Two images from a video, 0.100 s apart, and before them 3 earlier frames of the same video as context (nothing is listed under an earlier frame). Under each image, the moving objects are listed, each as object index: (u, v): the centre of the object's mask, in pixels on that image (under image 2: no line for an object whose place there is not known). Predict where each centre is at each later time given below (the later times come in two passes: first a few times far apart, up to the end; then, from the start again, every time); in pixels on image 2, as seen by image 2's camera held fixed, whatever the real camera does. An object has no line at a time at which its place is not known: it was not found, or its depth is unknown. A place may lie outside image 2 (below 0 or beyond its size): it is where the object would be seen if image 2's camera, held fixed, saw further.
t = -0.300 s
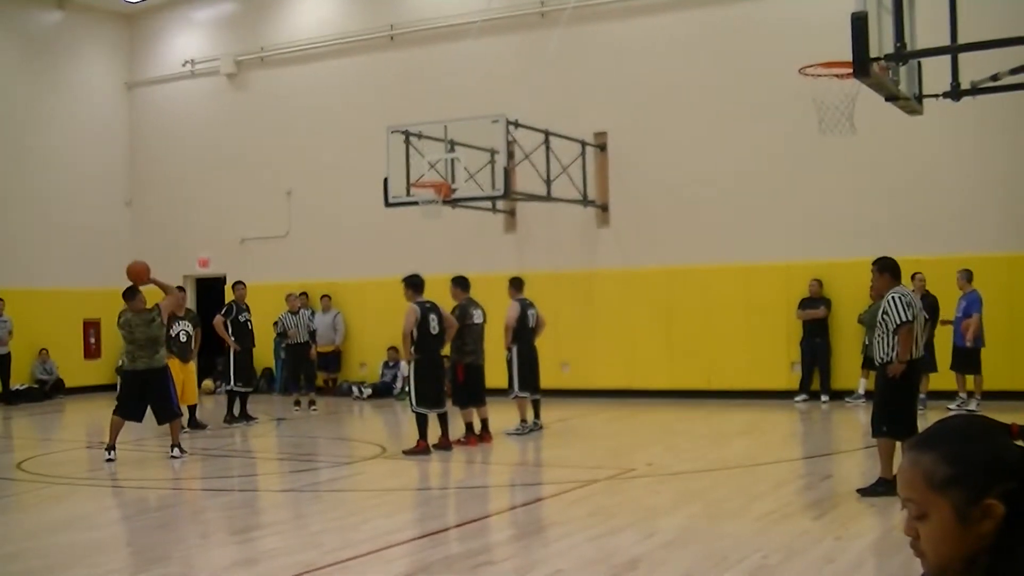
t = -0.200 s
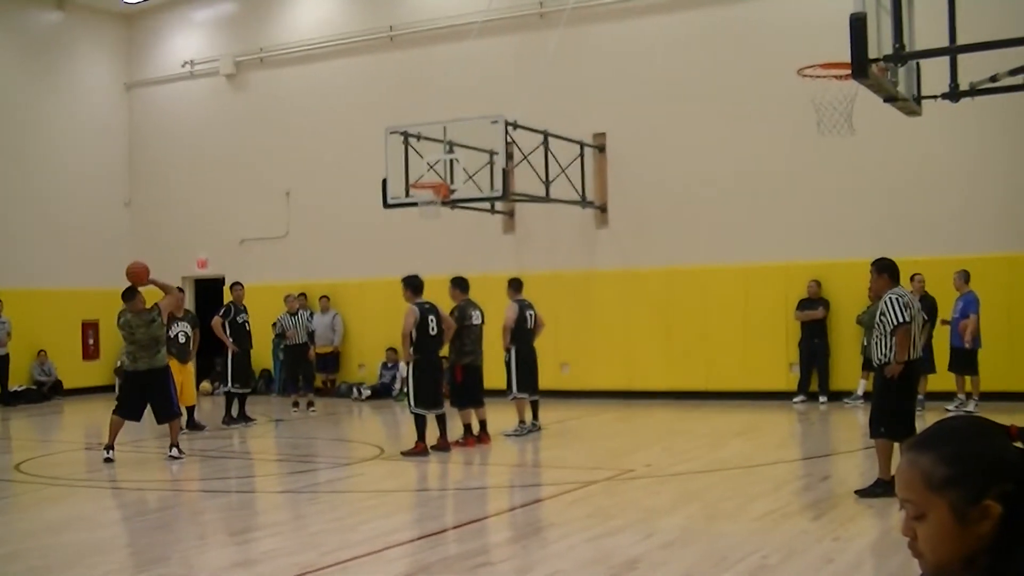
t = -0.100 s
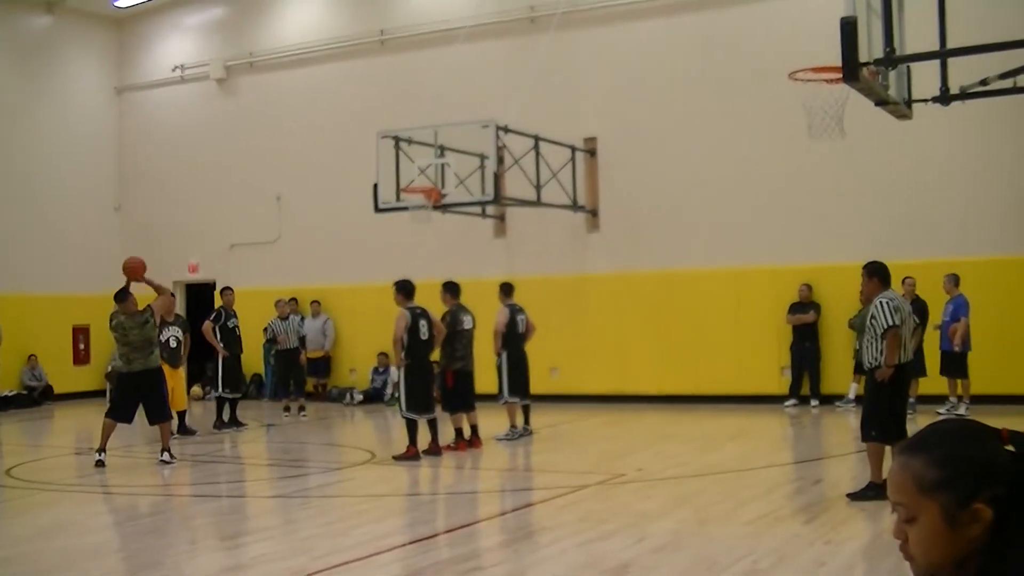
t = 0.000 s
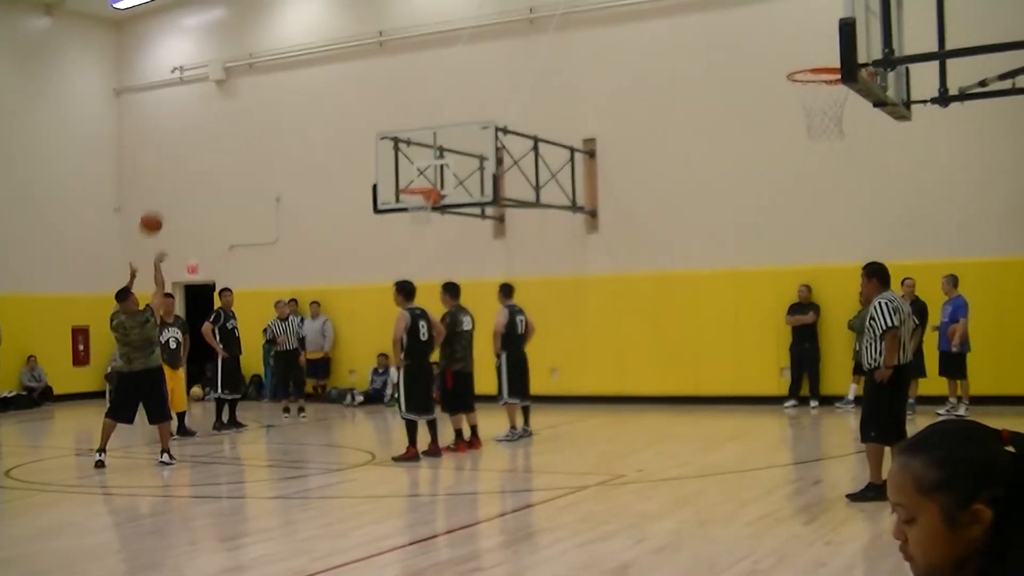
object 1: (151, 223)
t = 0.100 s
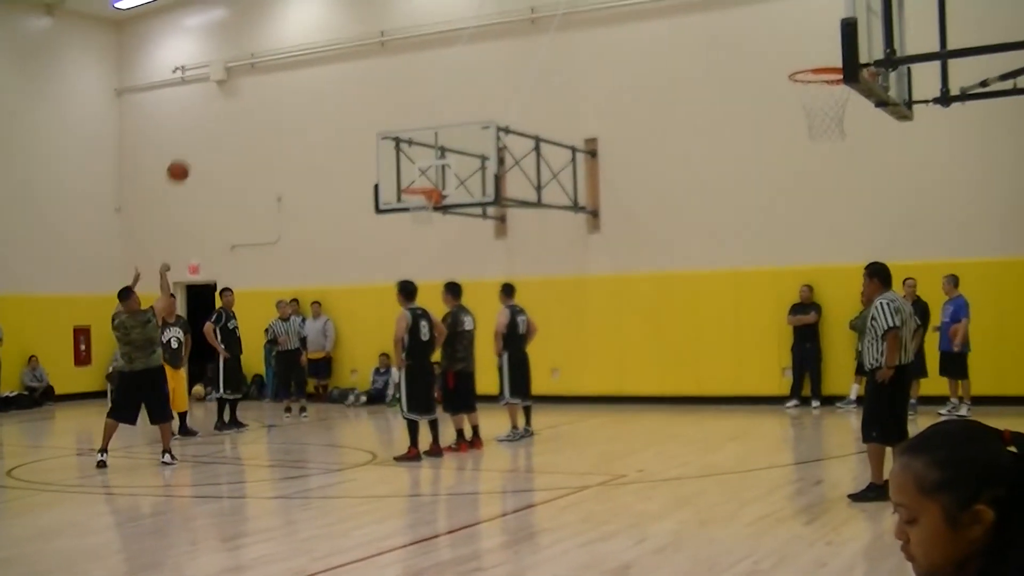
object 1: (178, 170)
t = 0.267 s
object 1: (219, 110)
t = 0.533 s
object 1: (276, 70)
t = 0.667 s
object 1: (301, 72)
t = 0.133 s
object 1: (187, 156)
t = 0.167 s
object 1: (195, 143)
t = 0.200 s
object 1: (203, 131)
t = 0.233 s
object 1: (211, 120)
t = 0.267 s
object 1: (219, 110)
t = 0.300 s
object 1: (226, 101)
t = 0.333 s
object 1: (233, 94)
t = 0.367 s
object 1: (241, 87)
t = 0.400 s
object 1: (248, 82)
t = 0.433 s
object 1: (254, 77)
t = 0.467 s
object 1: (262, 74)
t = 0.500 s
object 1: (269, 72)
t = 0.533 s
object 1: (276, 70)
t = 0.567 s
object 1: (282, 69)
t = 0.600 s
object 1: (288, 69)
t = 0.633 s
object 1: (295, 70)
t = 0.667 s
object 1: (301, 72)
